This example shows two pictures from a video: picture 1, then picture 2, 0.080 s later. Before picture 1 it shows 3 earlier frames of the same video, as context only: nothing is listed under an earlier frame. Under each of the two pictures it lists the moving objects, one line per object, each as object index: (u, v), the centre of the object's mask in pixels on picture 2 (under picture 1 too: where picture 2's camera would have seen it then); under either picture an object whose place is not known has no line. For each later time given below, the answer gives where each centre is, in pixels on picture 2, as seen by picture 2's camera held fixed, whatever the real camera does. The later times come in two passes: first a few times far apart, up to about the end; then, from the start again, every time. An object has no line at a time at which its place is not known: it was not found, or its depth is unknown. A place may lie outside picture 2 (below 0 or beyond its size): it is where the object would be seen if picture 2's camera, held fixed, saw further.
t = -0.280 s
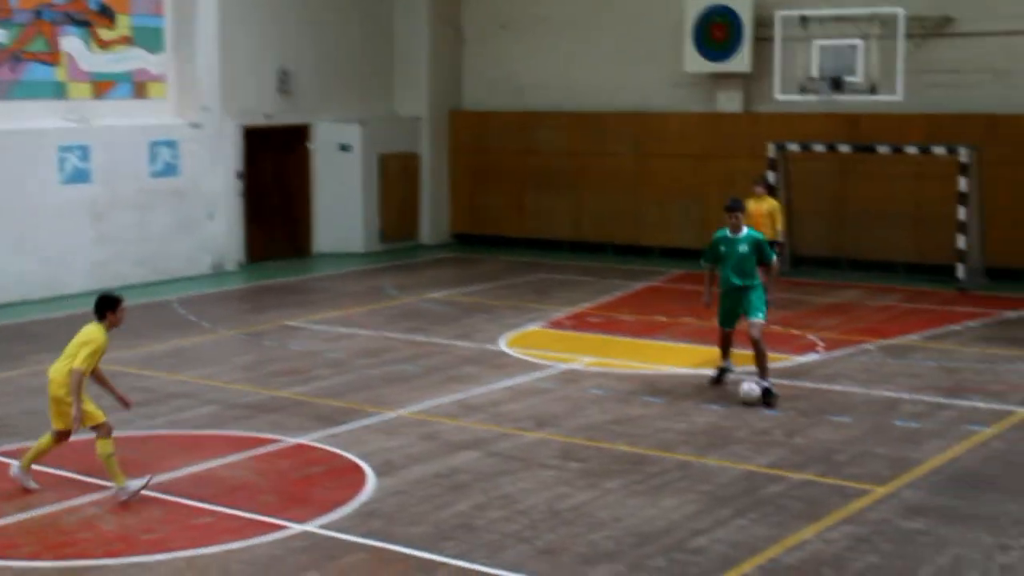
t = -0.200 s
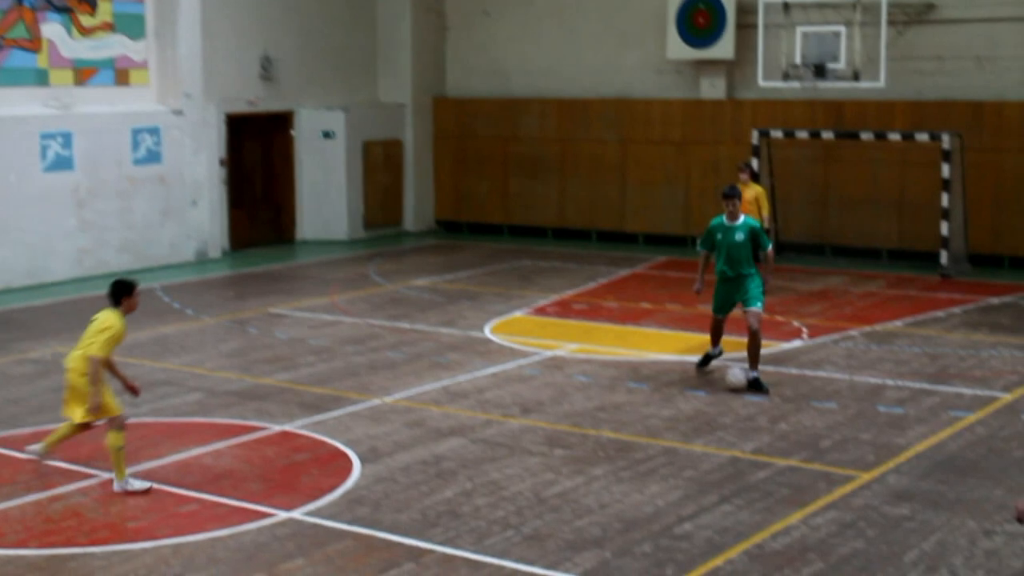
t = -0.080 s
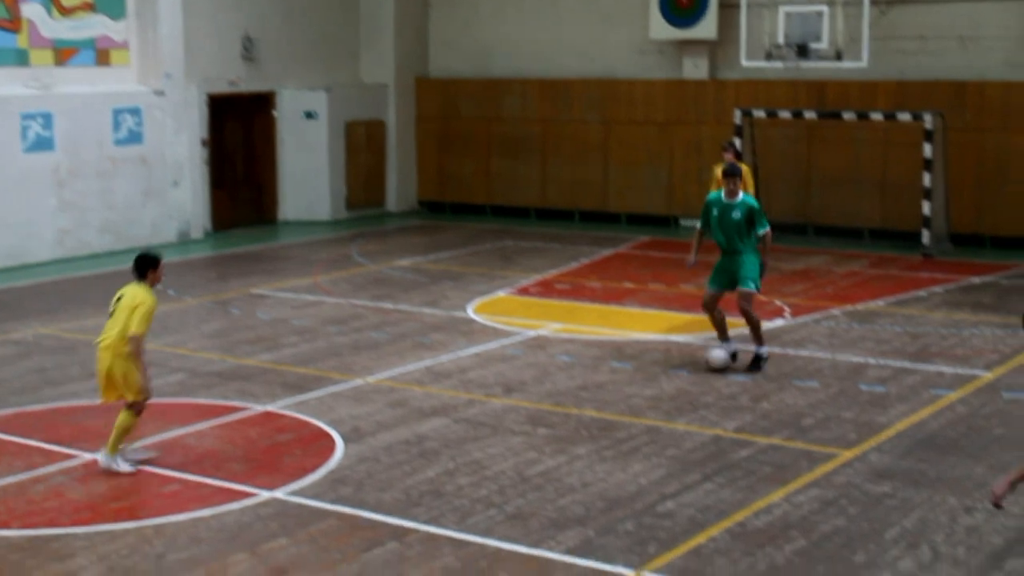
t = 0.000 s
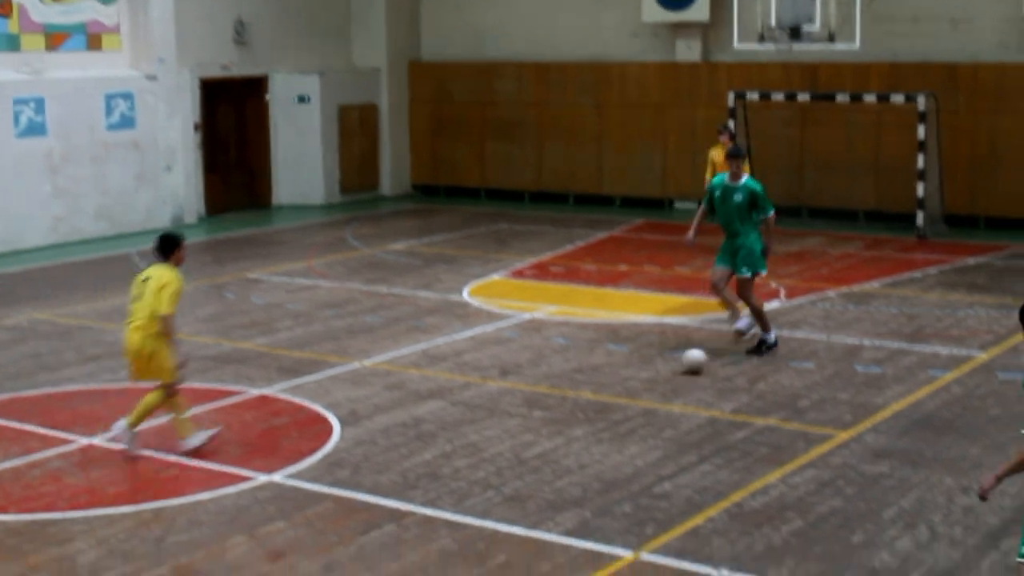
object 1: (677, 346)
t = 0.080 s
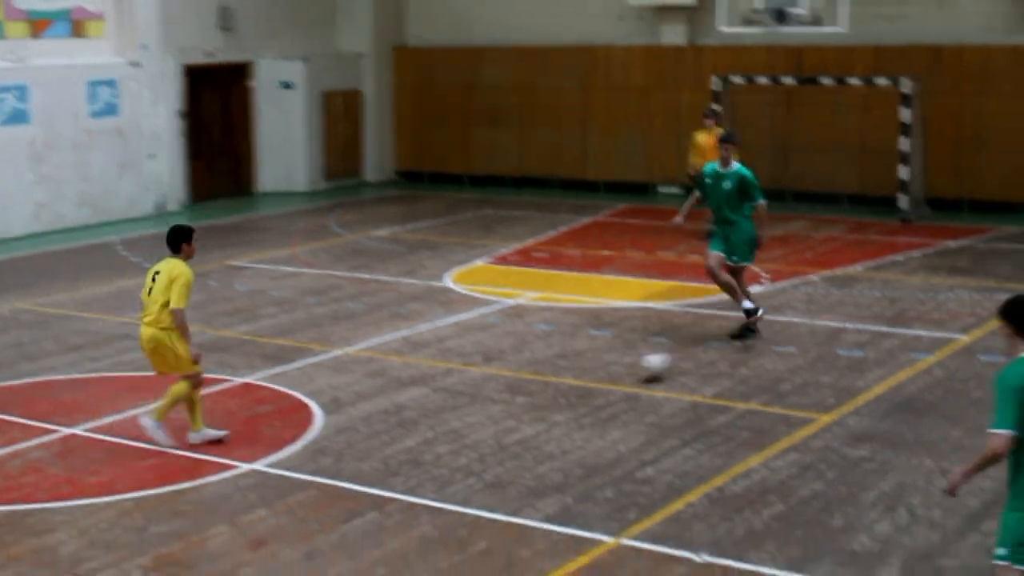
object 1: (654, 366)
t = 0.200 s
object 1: (614, 405)
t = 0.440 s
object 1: (518, 495)
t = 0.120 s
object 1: (641, 378)
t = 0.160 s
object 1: (629, 392)
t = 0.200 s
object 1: (614, 405)
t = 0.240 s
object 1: (598, 418)
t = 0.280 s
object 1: (581, 432)
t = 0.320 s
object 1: (569, 448)
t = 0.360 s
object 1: (552, 463)
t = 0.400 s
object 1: (534, 479)
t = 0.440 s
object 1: (518, 495)
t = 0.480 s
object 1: (500, 508)
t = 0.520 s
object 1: (480, 526)
